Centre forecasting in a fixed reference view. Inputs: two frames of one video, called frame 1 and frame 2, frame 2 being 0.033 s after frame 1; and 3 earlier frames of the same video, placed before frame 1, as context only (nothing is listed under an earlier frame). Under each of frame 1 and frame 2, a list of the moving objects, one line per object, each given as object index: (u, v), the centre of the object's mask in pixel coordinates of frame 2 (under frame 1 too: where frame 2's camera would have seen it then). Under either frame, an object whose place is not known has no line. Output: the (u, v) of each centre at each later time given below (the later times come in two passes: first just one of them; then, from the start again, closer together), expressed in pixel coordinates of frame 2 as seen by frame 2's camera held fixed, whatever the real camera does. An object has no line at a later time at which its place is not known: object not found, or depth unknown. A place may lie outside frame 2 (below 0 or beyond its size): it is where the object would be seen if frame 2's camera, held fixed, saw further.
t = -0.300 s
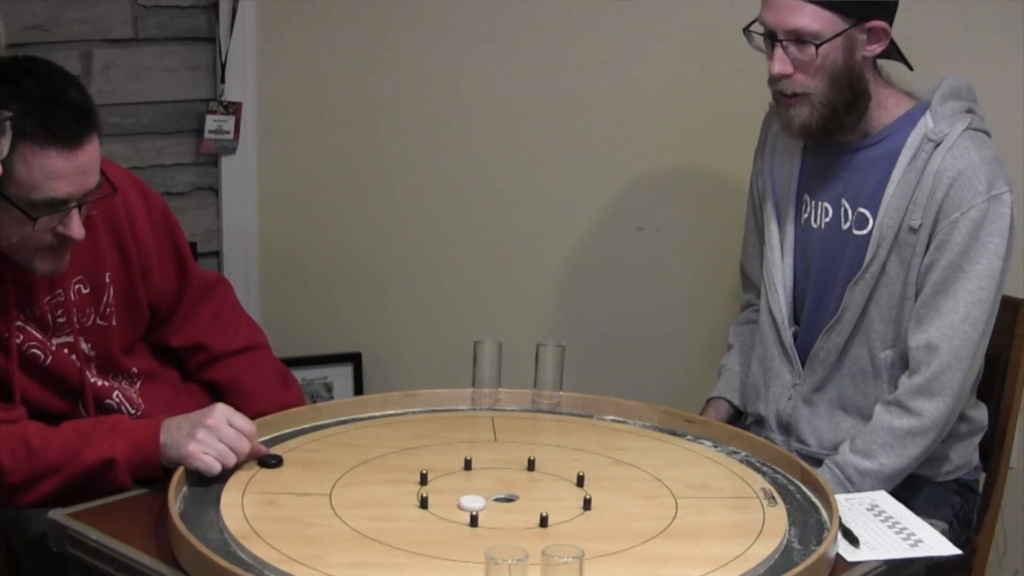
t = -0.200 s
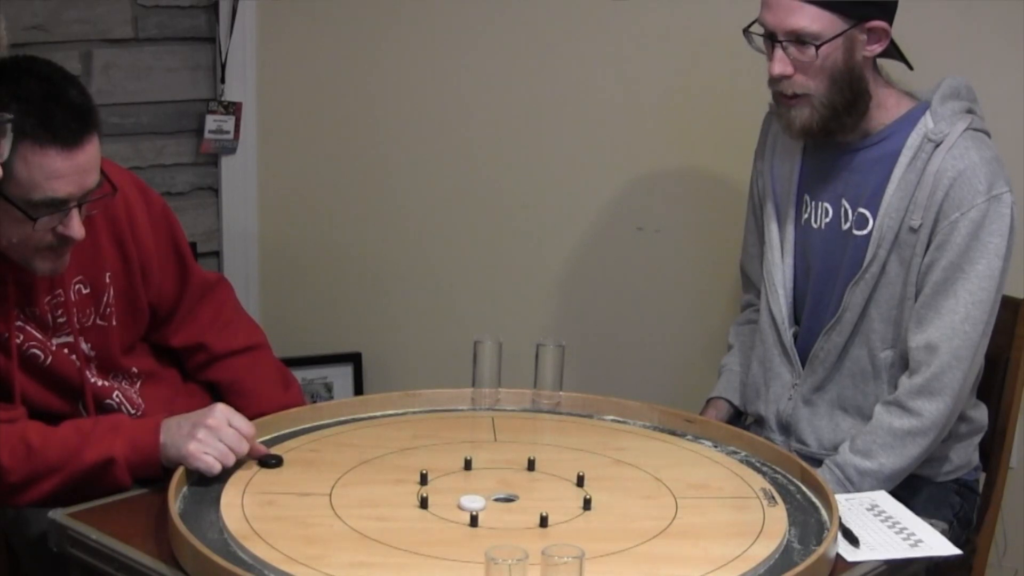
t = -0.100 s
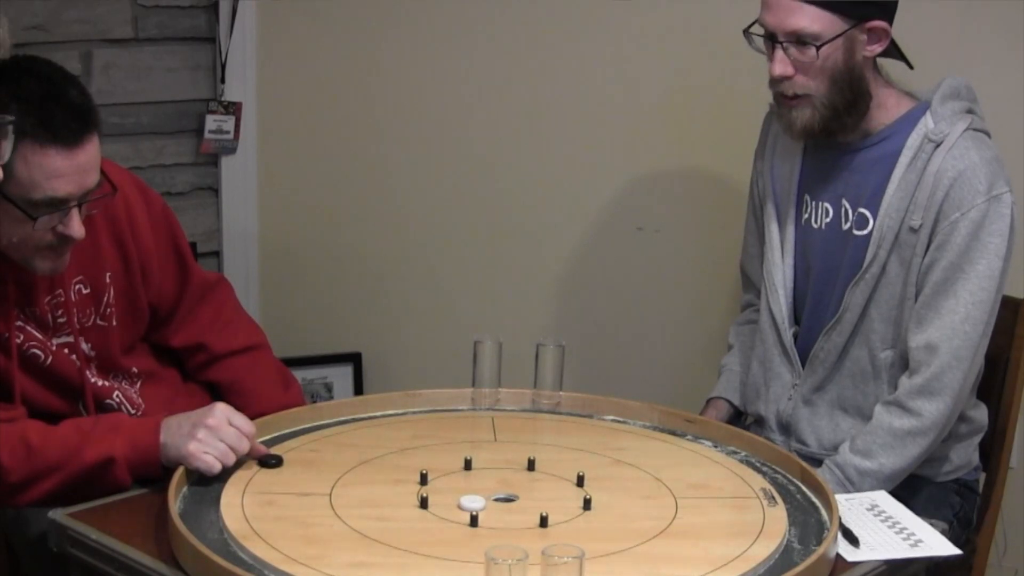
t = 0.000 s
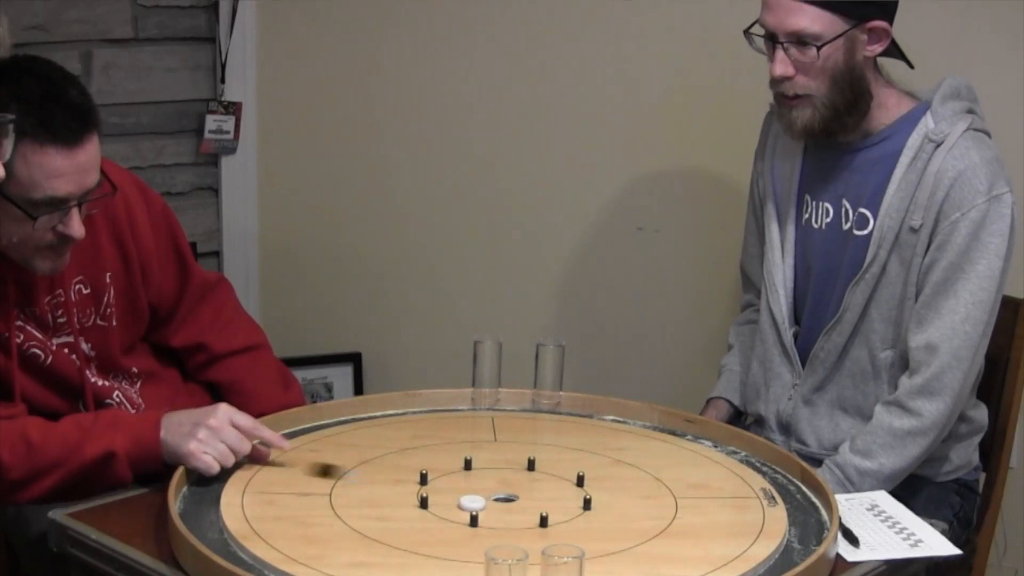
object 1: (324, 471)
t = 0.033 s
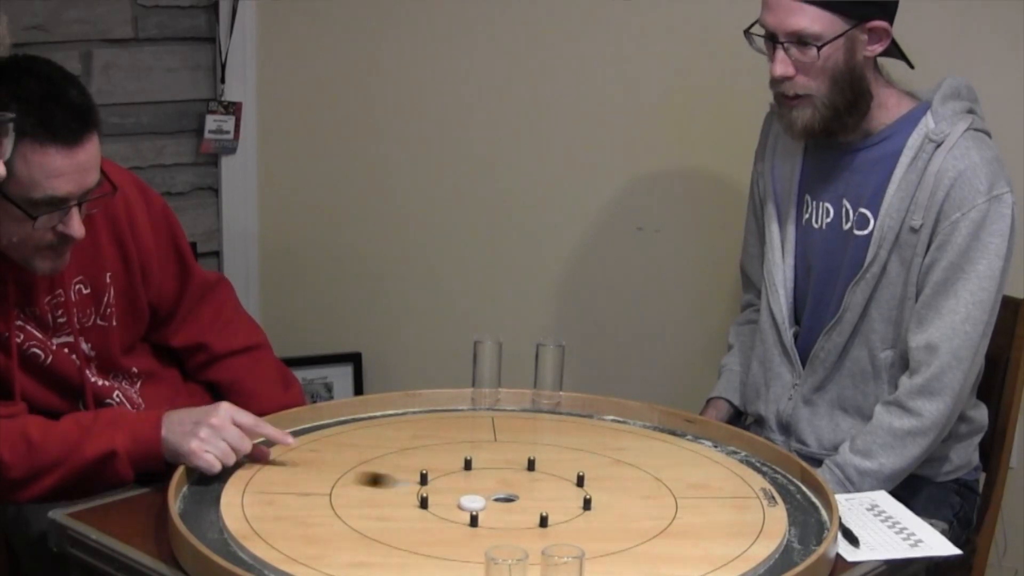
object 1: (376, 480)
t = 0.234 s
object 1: (521, 486)
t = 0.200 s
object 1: (509, 490)
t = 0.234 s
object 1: (521, 486)
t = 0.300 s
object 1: (556, 483)
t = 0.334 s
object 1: (561, 482)
